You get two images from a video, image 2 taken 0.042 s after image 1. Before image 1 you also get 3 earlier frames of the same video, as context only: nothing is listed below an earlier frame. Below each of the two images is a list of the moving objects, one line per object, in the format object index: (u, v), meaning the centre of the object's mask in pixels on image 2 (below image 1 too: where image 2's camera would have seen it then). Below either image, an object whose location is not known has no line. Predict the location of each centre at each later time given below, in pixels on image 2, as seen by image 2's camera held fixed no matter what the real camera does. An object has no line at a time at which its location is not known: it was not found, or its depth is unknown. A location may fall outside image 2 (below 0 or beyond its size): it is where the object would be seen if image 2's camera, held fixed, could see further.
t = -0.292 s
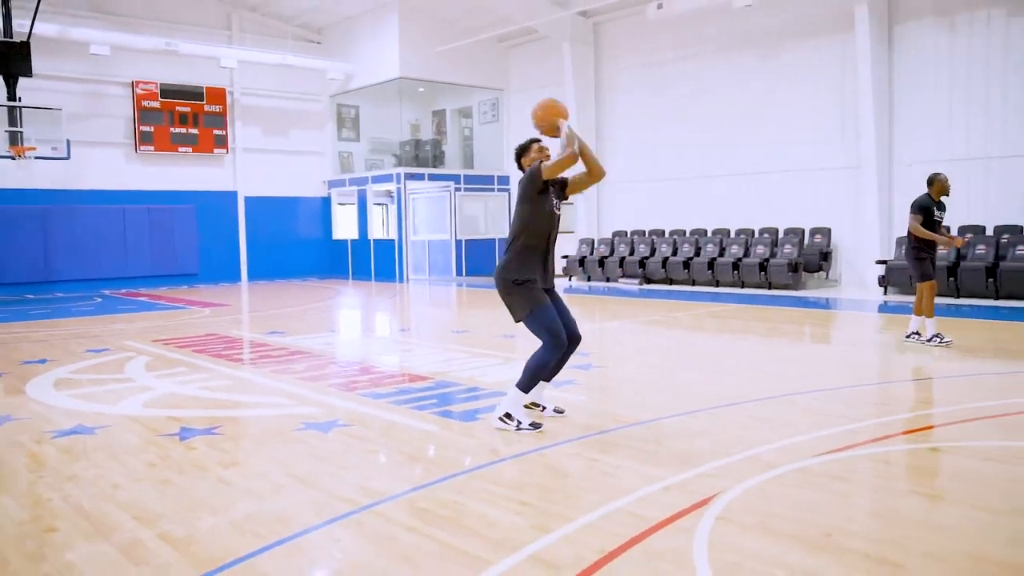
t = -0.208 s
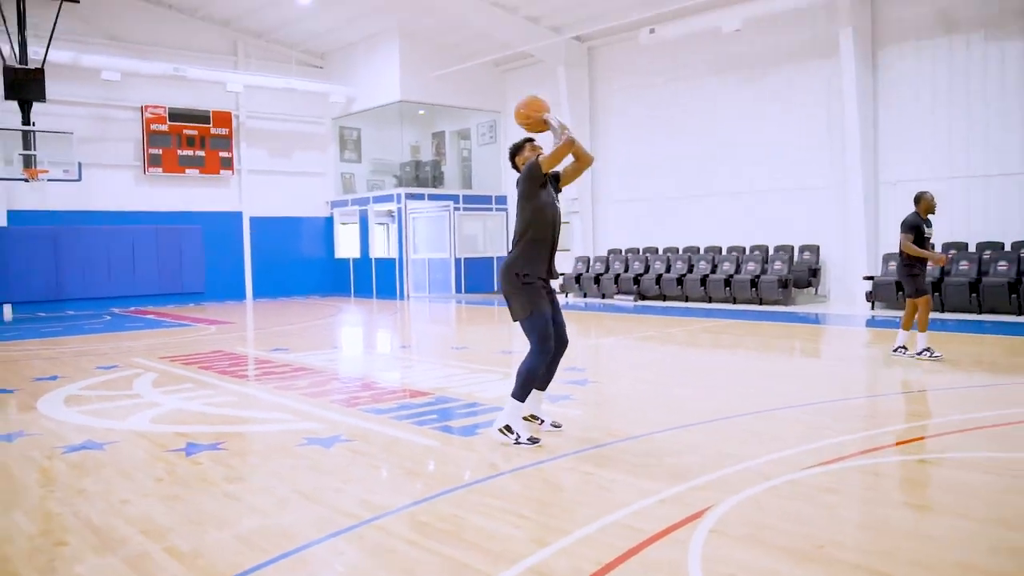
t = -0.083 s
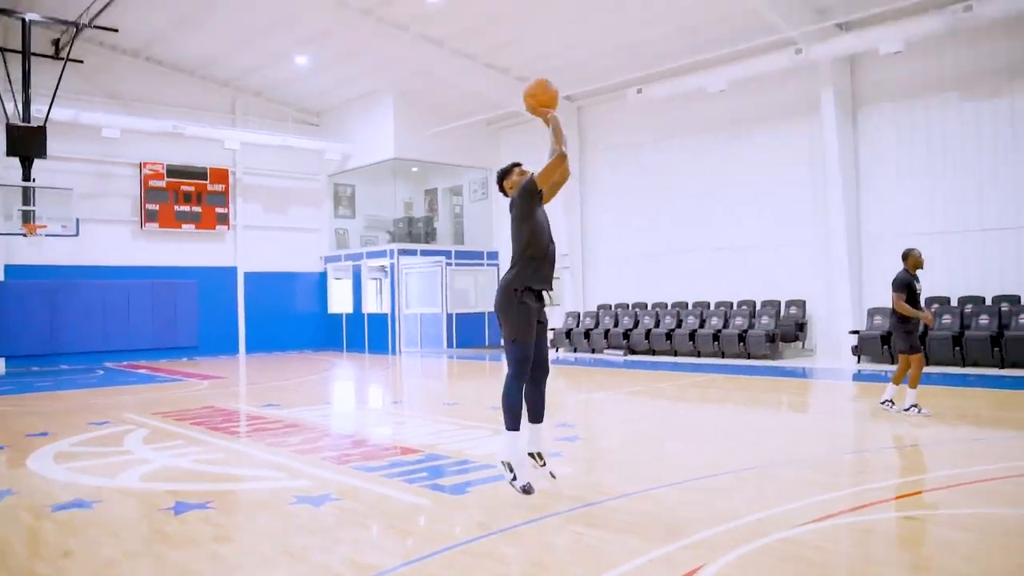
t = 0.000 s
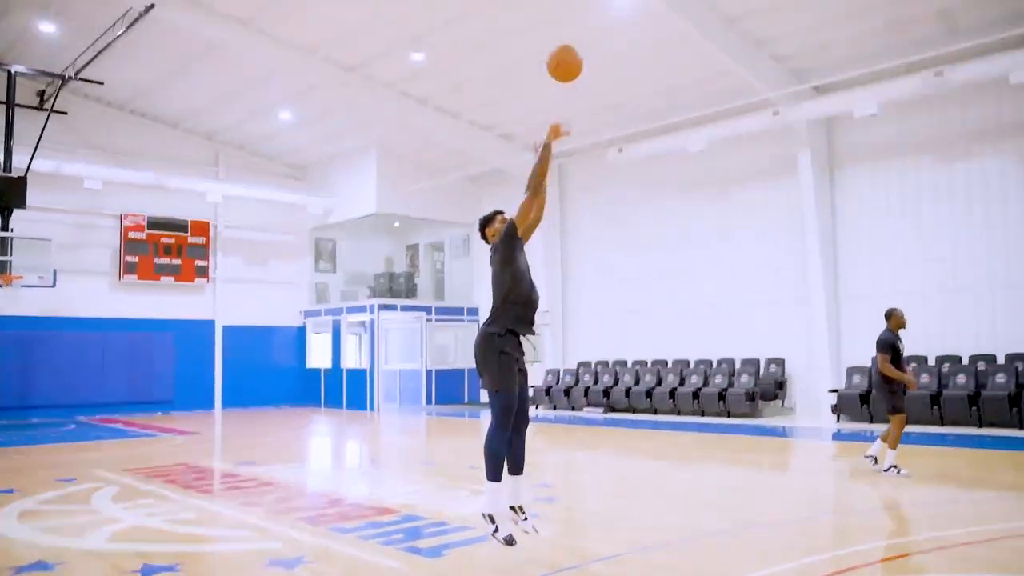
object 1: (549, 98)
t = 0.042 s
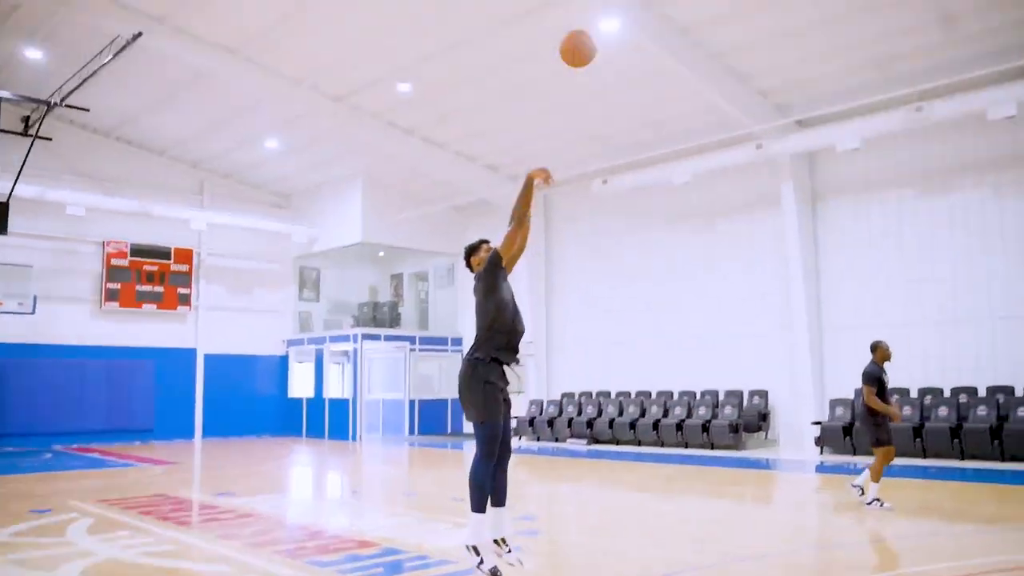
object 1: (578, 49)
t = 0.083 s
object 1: (605, 0)
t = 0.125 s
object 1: (637, -47)
